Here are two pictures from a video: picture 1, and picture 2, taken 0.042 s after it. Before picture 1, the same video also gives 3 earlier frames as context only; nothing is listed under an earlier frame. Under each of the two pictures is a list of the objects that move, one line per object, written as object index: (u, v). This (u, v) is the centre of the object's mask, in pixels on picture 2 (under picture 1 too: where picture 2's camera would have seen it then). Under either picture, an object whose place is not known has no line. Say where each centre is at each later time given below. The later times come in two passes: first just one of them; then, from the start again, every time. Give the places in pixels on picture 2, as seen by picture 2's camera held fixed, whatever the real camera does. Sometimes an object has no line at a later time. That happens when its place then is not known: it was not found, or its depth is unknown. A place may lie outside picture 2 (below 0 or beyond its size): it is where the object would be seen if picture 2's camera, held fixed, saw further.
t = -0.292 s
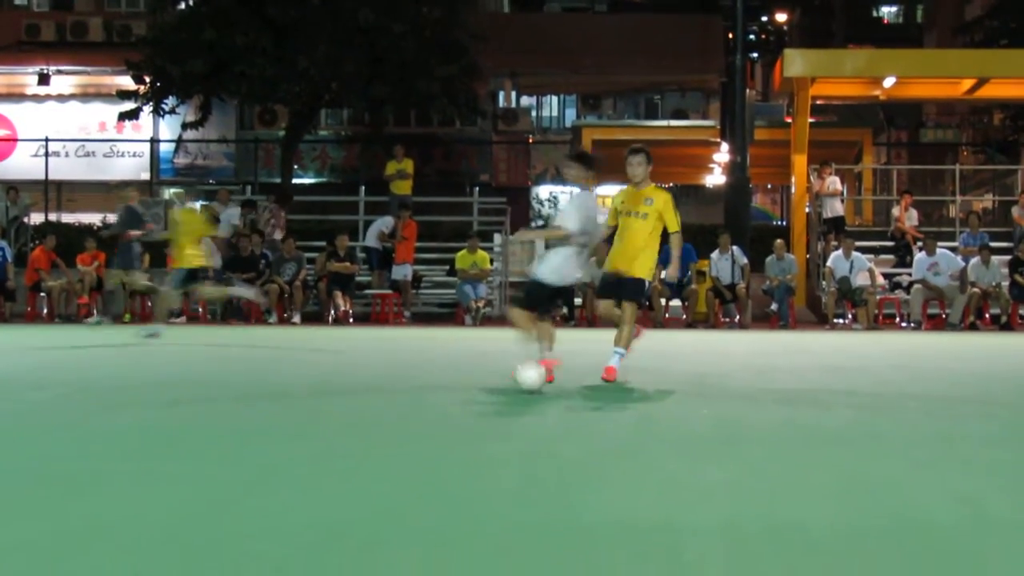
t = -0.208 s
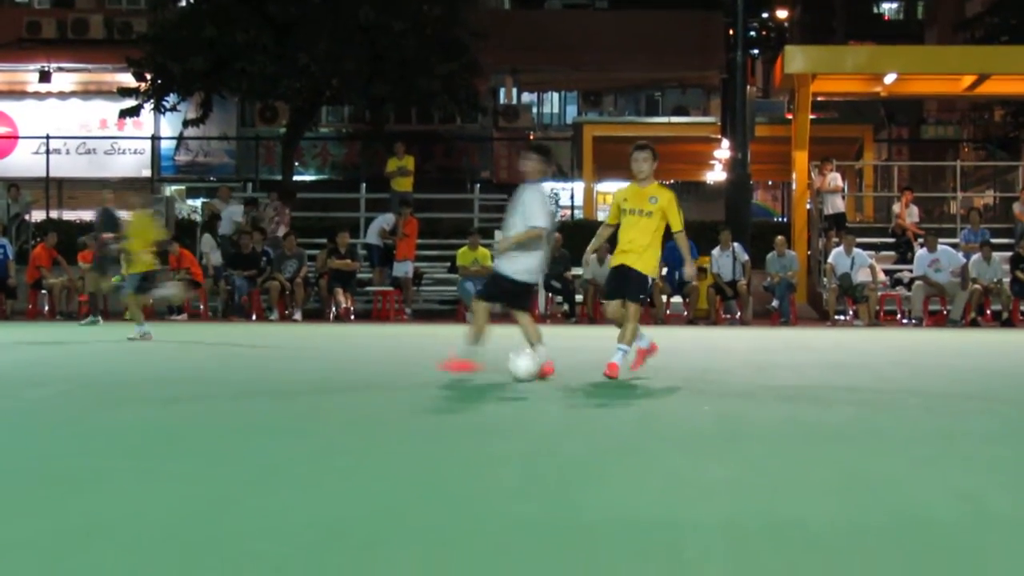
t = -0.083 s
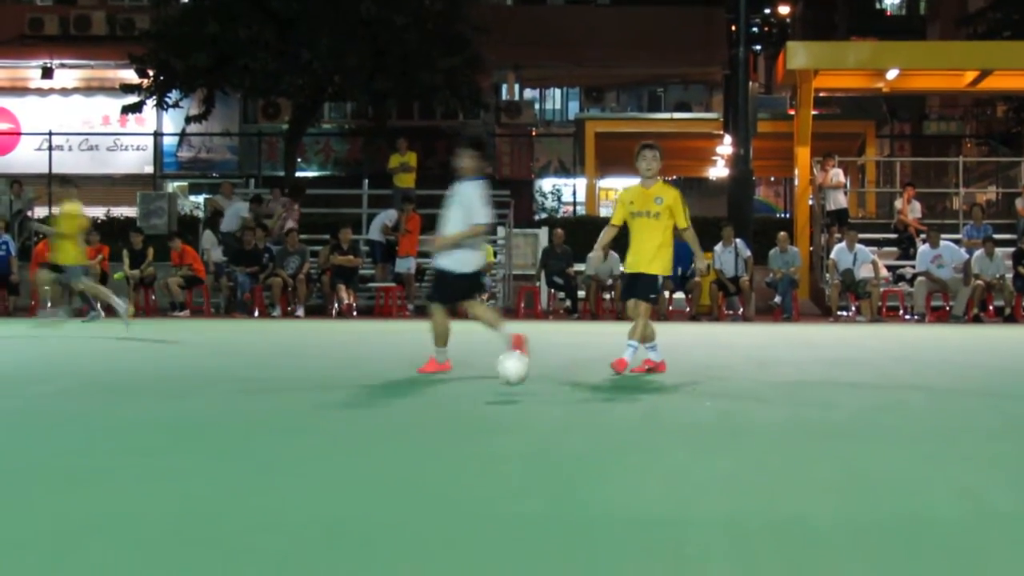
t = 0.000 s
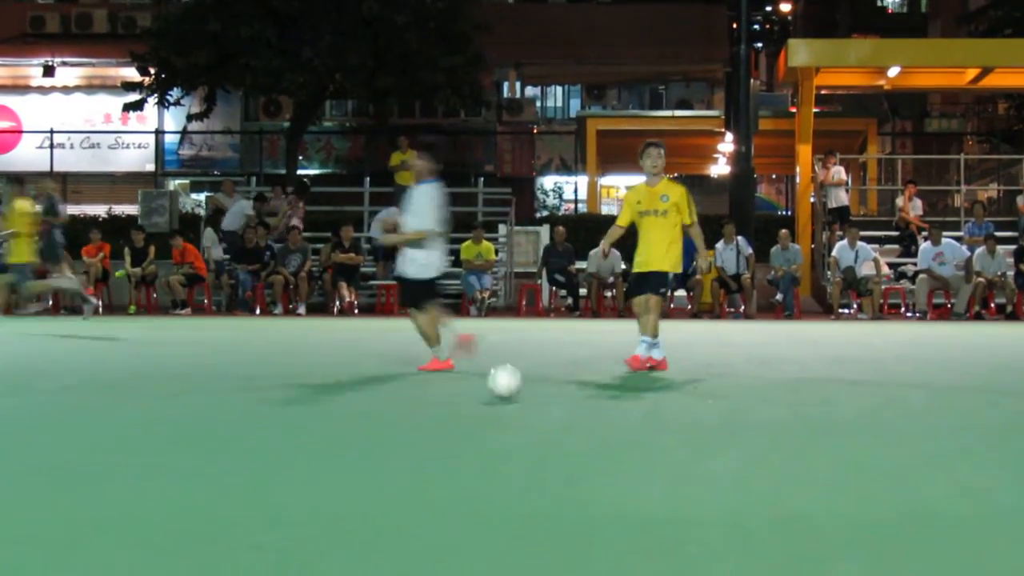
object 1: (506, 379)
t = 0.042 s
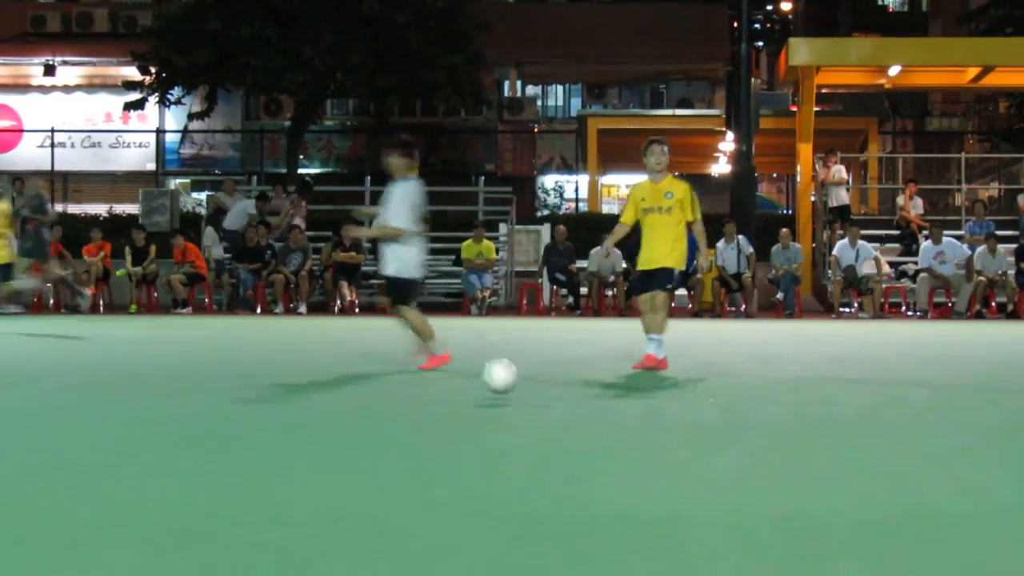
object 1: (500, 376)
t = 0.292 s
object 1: (463, 392)
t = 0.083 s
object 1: (494, 373)
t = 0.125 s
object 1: (488, 374)
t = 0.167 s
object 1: (483, 377)
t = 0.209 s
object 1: (475, 384)
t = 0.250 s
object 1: (469, 393)
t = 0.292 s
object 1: (463, 392)
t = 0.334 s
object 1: (457, 391)
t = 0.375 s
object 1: (450, 394)
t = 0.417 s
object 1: (443, 399)
